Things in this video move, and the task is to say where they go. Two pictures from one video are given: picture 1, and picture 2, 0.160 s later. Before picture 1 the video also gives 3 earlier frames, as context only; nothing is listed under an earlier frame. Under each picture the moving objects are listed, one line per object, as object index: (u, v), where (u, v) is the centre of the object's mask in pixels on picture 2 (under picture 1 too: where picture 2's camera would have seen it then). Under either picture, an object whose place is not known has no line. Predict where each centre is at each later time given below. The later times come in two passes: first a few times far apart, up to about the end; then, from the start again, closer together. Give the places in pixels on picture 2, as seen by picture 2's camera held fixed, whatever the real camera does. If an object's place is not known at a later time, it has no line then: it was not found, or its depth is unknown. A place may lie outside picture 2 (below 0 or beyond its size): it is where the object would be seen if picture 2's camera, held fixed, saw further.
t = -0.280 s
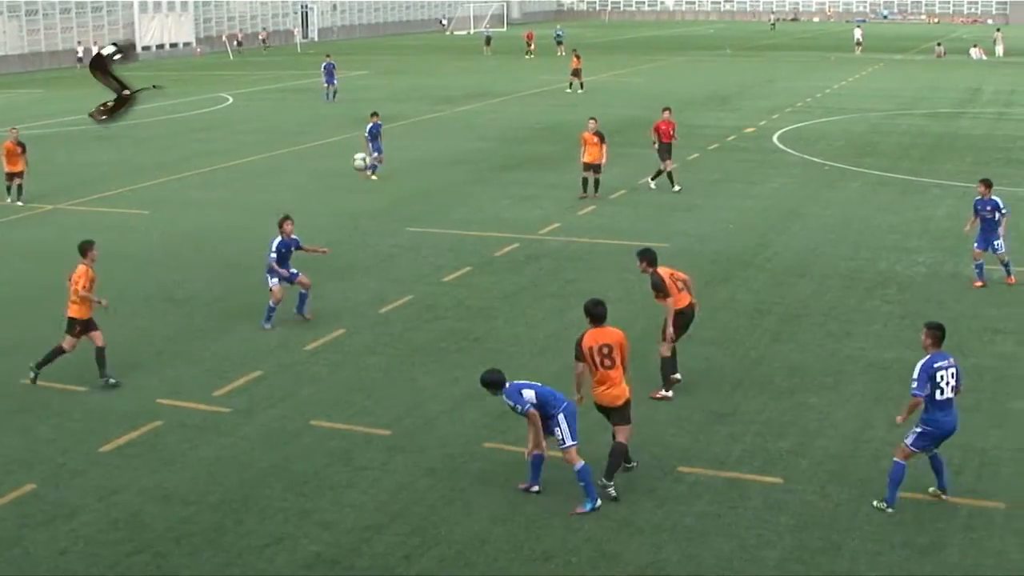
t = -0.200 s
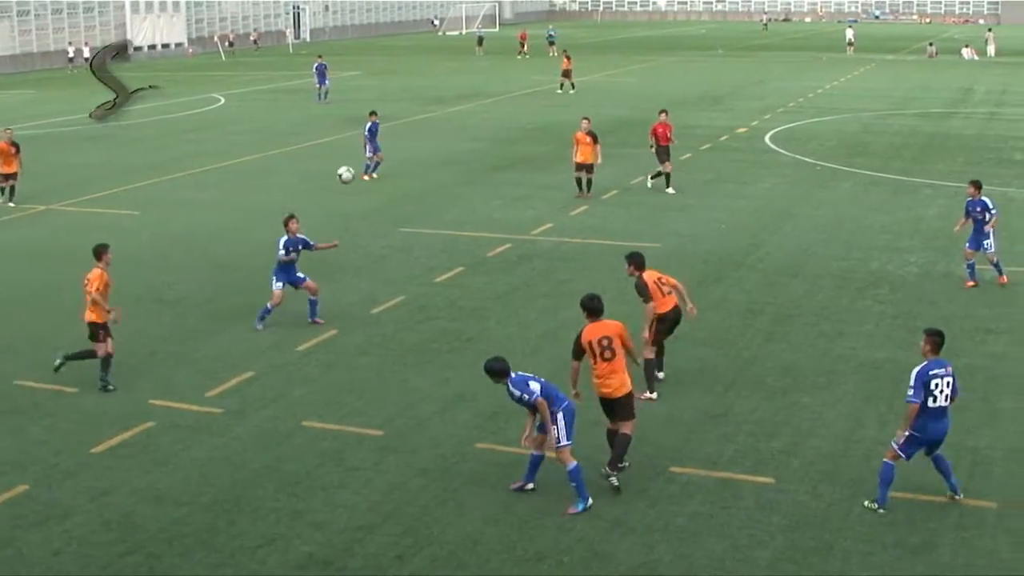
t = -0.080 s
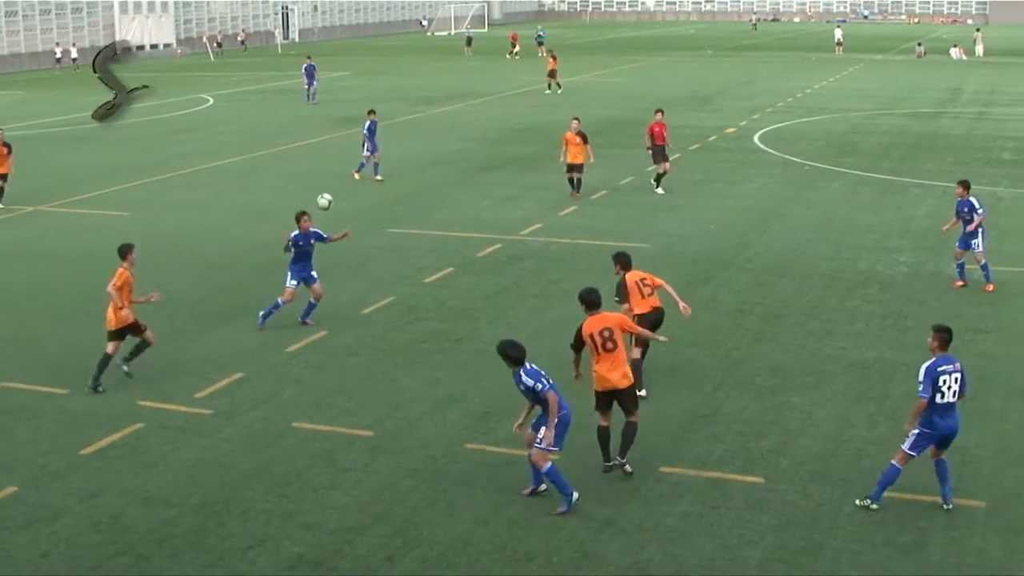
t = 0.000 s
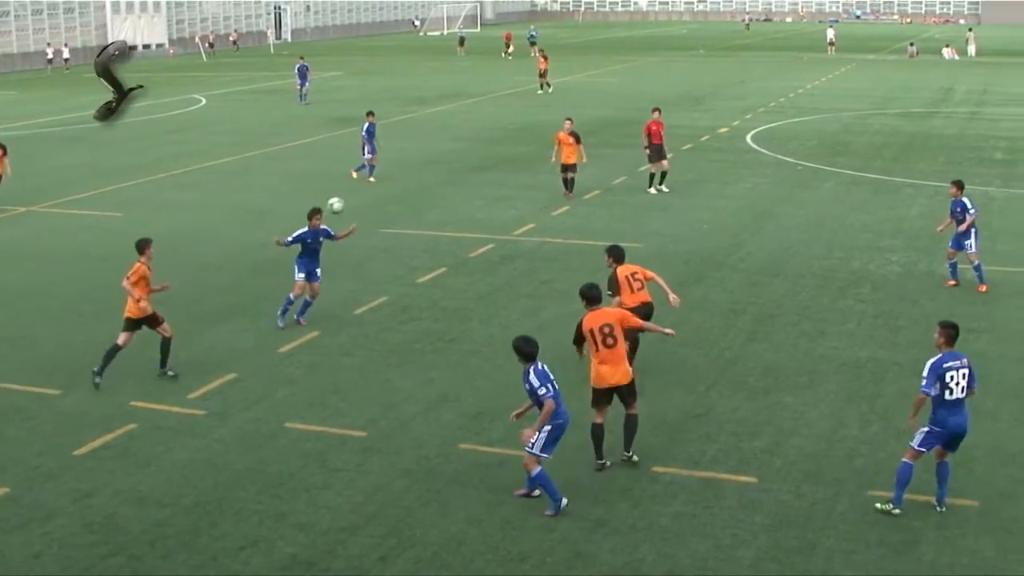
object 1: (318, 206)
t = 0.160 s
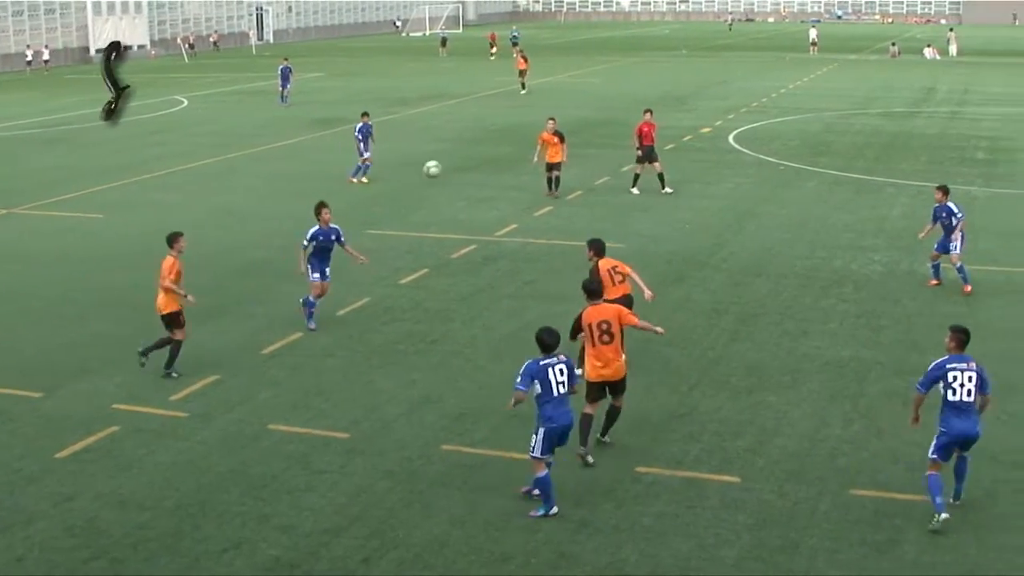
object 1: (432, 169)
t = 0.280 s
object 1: (523, 151)
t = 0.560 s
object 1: (747, 153)
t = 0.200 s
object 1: (462, 162)
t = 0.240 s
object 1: (492, 156)
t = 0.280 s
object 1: (523, 151)
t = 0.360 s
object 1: (585, 145)
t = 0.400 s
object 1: (616, 144)
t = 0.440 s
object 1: (649, 144)
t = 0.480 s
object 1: (681, 146)
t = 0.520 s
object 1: (714, 149)
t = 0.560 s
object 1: (747, 153)
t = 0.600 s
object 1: (782, 158)
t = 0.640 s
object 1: (816, 165)
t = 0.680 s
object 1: (851, 173)
